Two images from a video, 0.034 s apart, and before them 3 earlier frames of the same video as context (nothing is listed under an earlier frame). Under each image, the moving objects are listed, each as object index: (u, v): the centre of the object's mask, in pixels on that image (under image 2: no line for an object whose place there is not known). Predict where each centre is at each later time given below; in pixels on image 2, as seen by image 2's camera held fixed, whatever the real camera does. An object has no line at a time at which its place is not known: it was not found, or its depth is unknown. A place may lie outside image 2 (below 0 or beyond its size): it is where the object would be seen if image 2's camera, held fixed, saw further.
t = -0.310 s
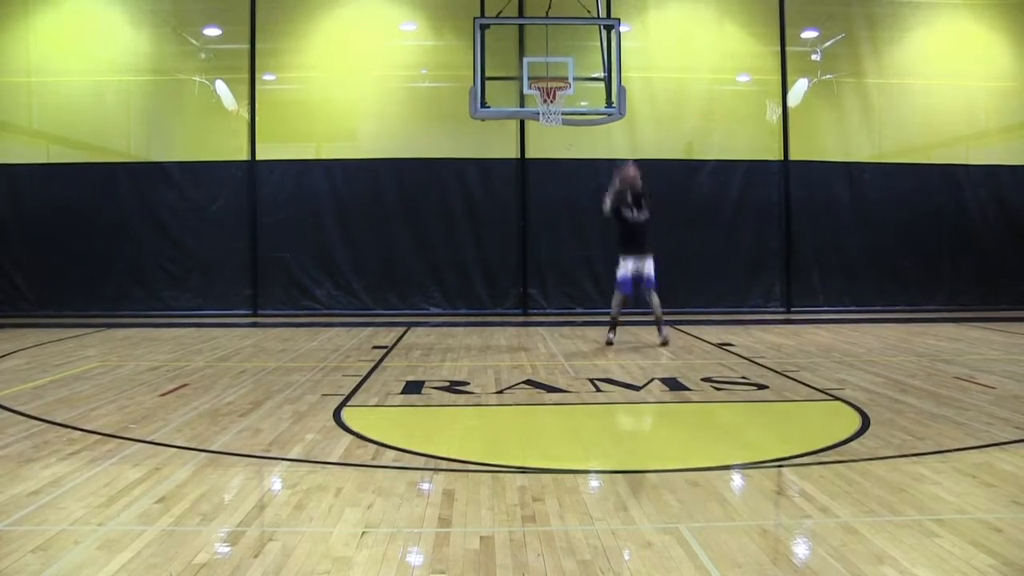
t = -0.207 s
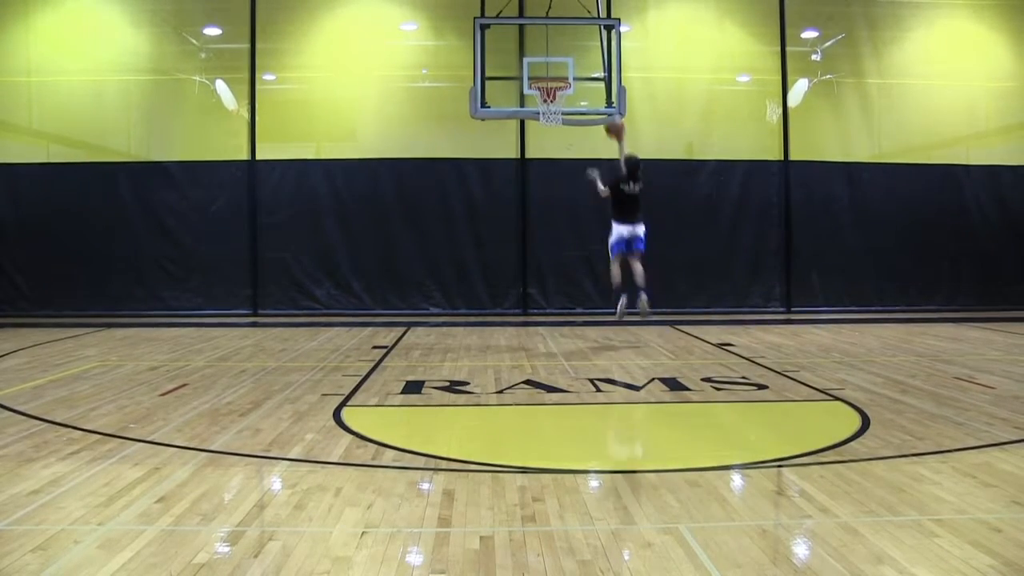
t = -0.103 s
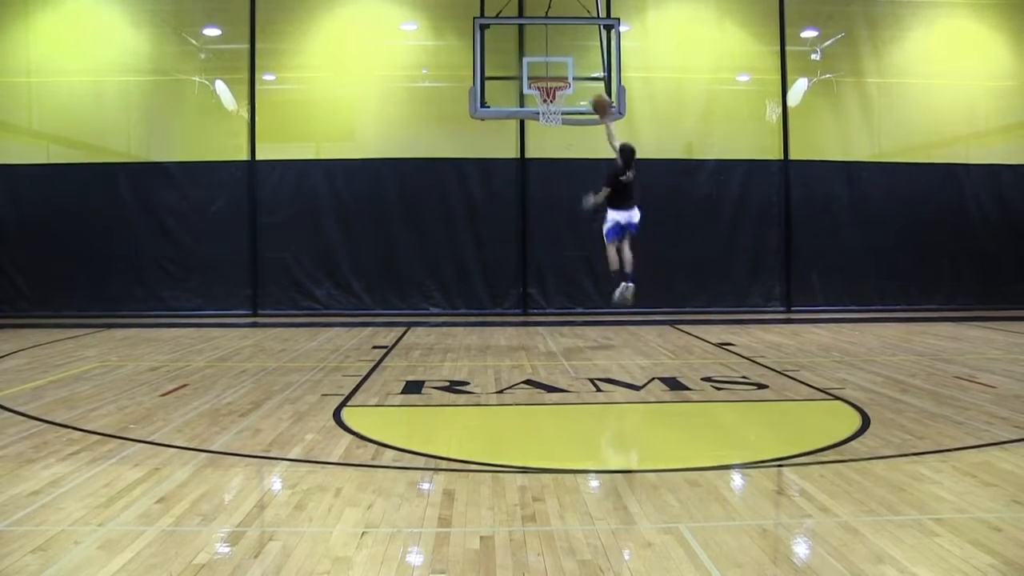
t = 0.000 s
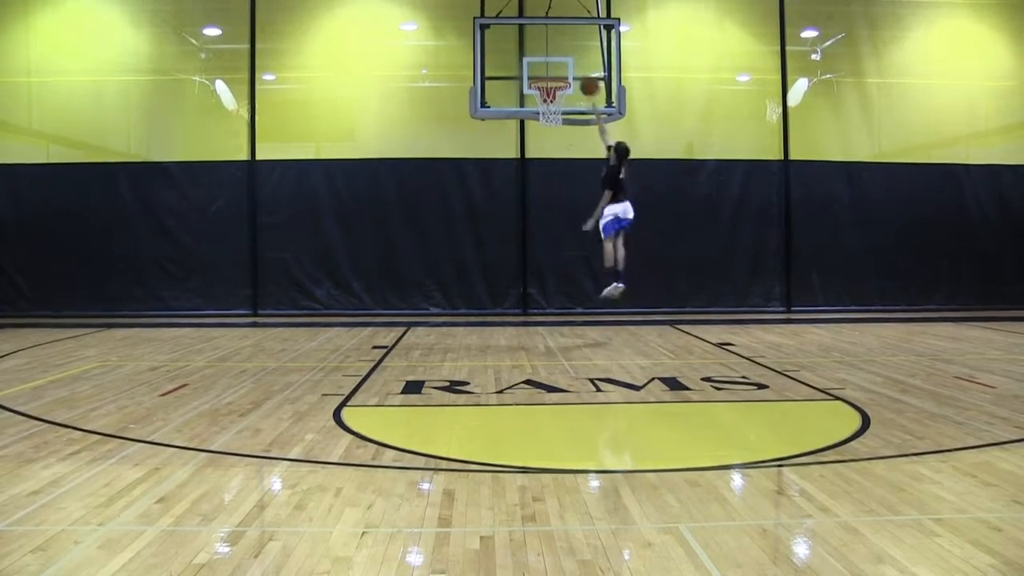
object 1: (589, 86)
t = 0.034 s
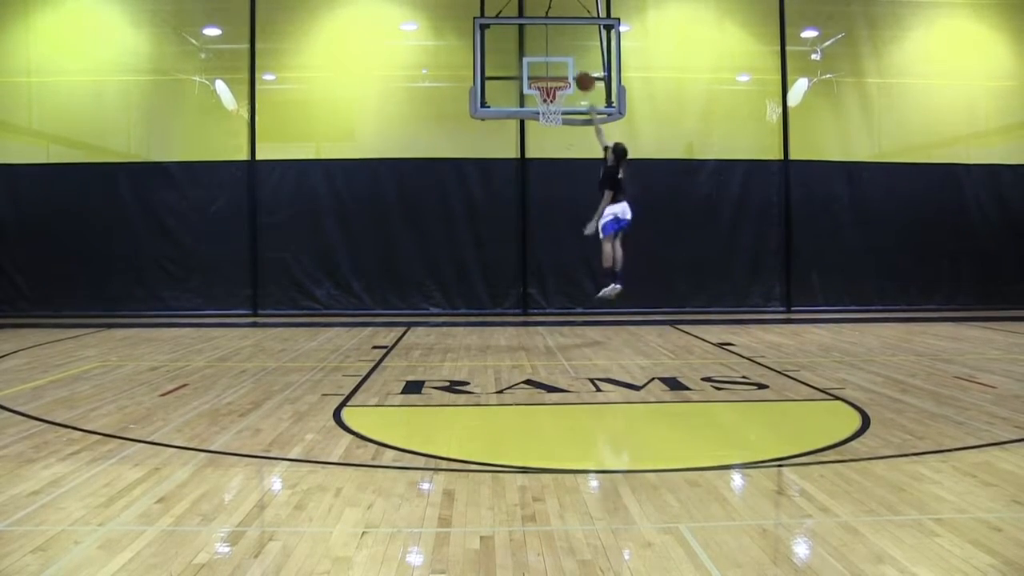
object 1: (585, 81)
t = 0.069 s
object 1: (580, 78)
